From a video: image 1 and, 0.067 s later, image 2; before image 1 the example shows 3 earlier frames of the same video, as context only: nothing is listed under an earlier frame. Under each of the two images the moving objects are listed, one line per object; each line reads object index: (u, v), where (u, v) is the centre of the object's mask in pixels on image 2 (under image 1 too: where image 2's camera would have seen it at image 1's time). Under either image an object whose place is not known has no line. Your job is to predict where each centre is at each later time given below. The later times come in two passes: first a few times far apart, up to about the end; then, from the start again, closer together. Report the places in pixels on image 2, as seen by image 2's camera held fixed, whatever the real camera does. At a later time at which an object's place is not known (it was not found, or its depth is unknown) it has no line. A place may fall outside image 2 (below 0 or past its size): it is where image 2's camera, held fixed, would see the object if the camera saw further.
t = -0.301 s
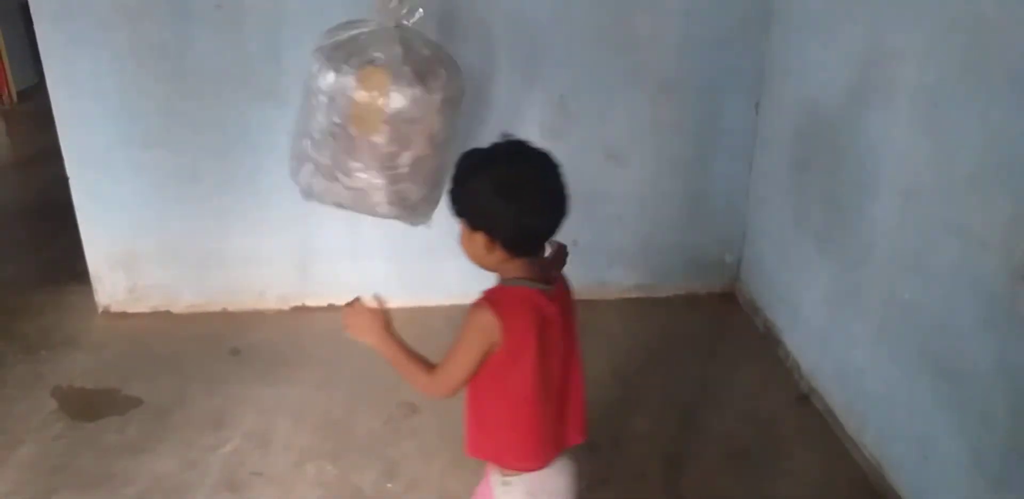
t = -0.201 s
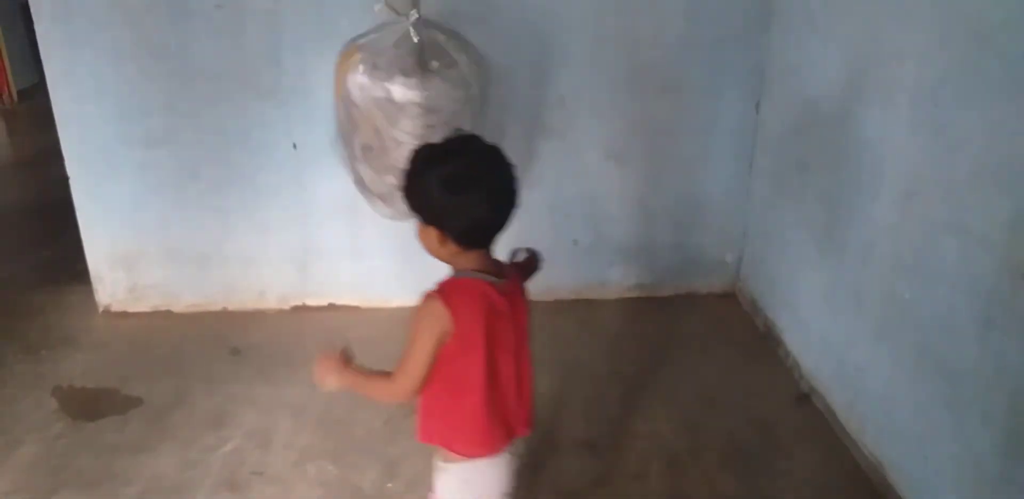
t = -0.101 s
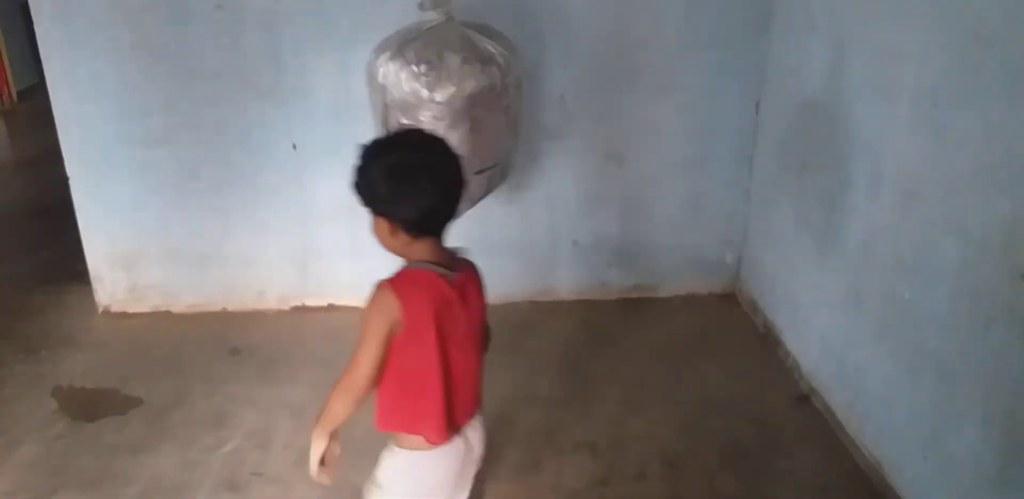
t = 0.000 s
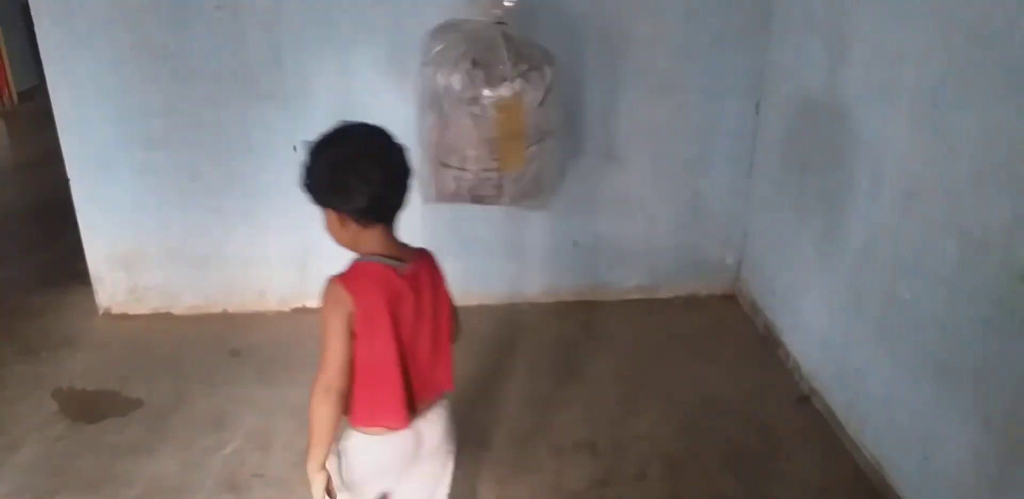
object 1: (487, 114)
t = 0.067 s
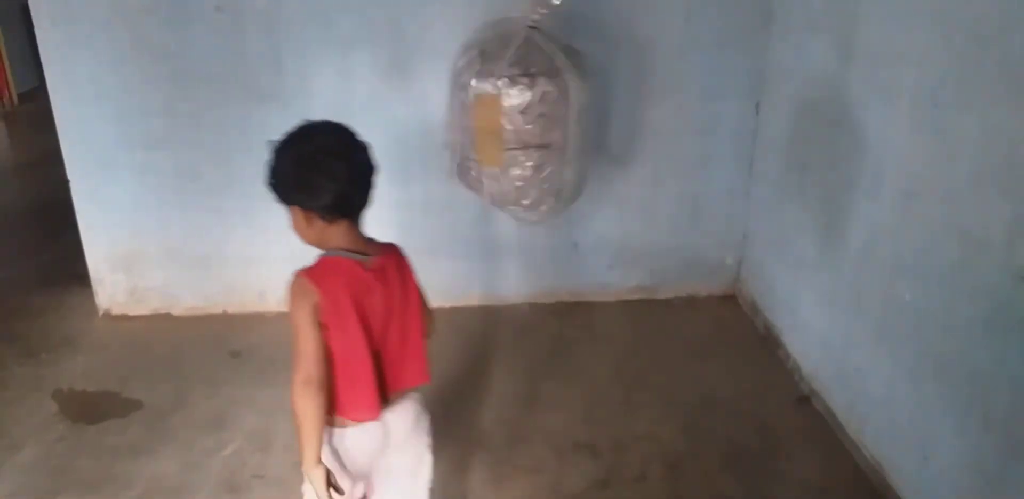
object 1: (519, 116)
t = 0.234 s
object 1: (592, 123)
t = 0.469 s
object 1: (693, 149)
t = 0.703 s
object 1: (784, 180)
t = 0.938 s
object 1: (810, 208)
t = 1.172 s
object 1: (747, 243)
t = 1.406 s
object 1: (602, 260)
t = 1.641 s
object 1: (445, 247)
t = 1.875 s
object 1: (371, 206)
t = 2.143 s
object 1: (358, 162)
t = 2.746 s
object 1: (521, 119)
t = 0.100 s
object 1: (535, 118)
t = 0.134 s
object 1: (549, 121)
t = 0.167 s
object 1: (564, 119)
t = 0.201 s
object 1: (577, 121)
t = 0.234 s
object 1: (592, 123)
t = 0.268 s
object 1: (607, 125)
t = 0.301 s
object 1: (619, 128)
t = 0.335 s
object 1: (633, 135)
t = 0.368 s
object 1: (651, 140)
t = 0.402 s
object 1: (666, 141)
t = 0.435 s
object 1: (678, 146)
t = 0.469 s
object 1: (693, 149)
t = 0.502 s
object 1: (706, 154)
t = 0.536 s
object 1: (717, 153)
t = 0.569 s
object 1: (733, 155)
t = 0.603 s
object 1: (747, 160)
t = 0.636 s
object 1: (760, 167)
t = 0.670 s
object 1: (775, 173)
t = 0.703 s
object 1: (784, 180)
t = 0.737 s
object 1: (790, 183)
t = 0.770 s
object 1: (796, 188)
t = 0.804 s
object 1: (801, 190)
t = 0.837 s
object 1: (806, 192)
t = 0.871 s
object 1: (810, 196)
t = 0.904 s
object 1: (811, 201)
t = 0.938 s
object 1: (810, 208)
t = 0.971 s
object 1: (811, 221)
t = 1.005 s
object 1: (805, 228)
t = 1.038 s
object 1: (798, 238)
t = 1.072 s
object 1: (784, 239)
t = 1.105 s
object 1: (769, 238)
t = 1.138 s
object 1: (757, 238)
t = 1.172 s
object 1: (747, 243)
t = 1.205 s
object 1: (731, 250)
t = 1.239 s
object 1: (717, 259)
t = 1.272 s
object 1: (698, 264)
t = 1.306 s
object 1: (678, 266)
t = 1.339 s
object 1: (652, 266)
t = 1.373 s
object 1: (627, 261)
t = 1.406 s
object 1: (602, 260)
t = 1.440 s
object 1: (581, 253)
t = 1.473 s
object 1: (558, 252)
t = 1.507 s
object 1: (535, 259)
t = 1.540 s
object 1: (511, 262)
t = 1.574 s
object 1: (491, 262)
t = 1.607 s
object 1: (467, 256)
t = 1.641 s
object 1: (445, 247)
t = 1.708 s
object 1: (413, 229)
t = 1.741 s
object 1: (402, 224)
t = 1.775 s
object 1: (391, 222)
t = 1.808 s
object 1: (384, 218)
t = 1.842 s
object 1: (376, 212)
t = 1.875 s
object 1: (371, 206)
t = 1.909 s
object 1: (365, 198)
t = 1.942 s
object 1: (359, 193)
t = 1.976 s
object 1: (357, 183)
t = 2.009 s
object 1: (356, 178)
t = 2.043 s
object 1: (354, 172)
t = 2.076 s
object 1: (353, 168)
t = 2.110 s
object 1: (353, 164)
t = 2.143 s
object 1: (358, 162)
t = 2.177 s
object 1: (363, 157)
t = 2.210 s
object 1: (366, 152)
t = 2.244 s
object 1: (371, 146)
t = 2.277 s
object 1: (376, 140)
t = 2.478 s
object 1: (435, 123)
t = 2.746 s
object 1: (521, 119)
